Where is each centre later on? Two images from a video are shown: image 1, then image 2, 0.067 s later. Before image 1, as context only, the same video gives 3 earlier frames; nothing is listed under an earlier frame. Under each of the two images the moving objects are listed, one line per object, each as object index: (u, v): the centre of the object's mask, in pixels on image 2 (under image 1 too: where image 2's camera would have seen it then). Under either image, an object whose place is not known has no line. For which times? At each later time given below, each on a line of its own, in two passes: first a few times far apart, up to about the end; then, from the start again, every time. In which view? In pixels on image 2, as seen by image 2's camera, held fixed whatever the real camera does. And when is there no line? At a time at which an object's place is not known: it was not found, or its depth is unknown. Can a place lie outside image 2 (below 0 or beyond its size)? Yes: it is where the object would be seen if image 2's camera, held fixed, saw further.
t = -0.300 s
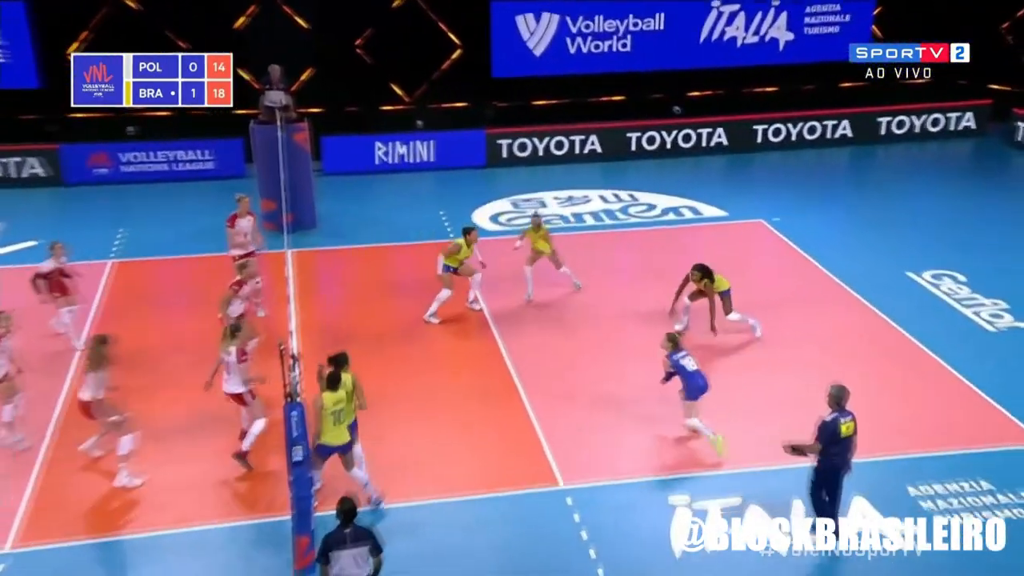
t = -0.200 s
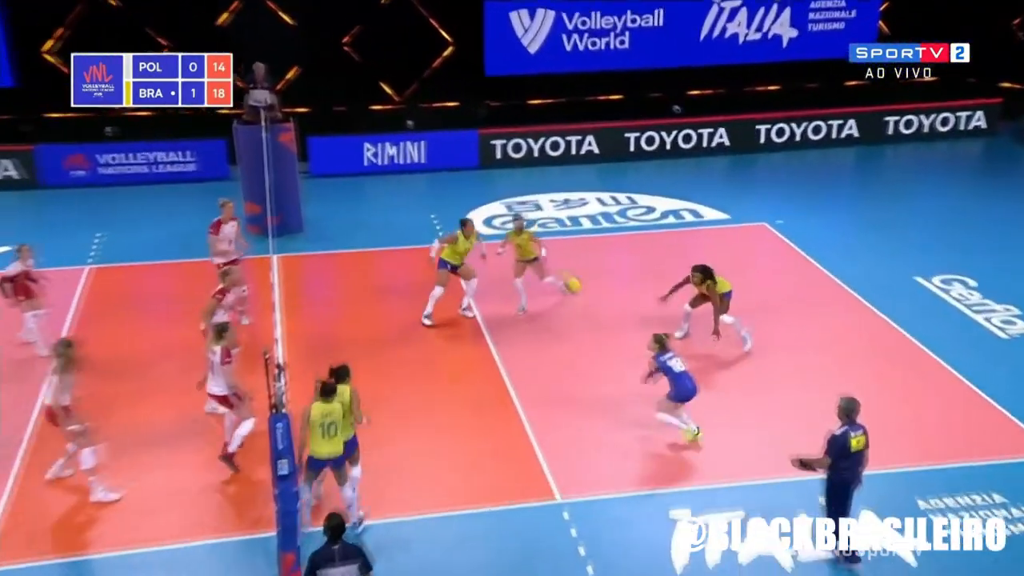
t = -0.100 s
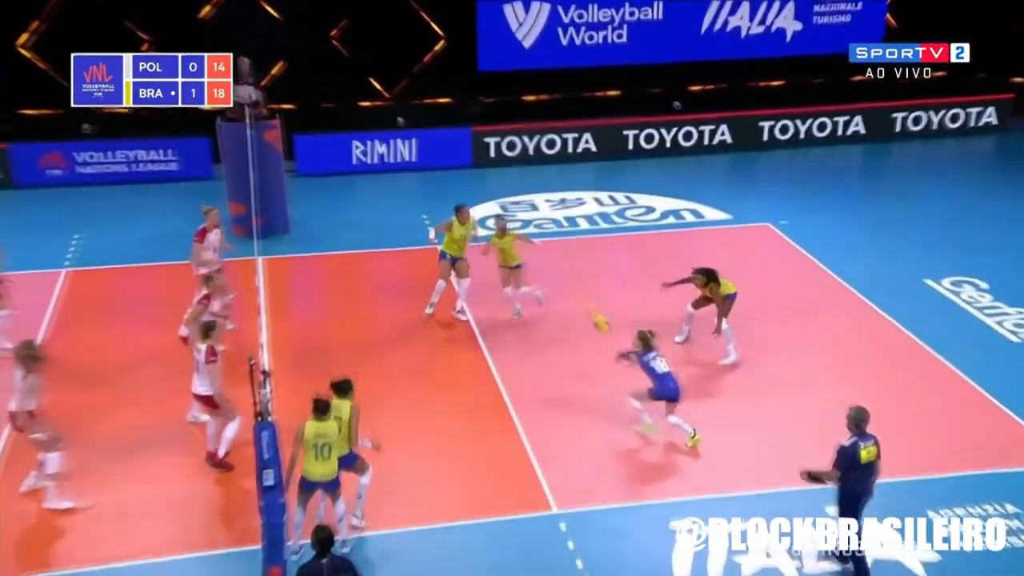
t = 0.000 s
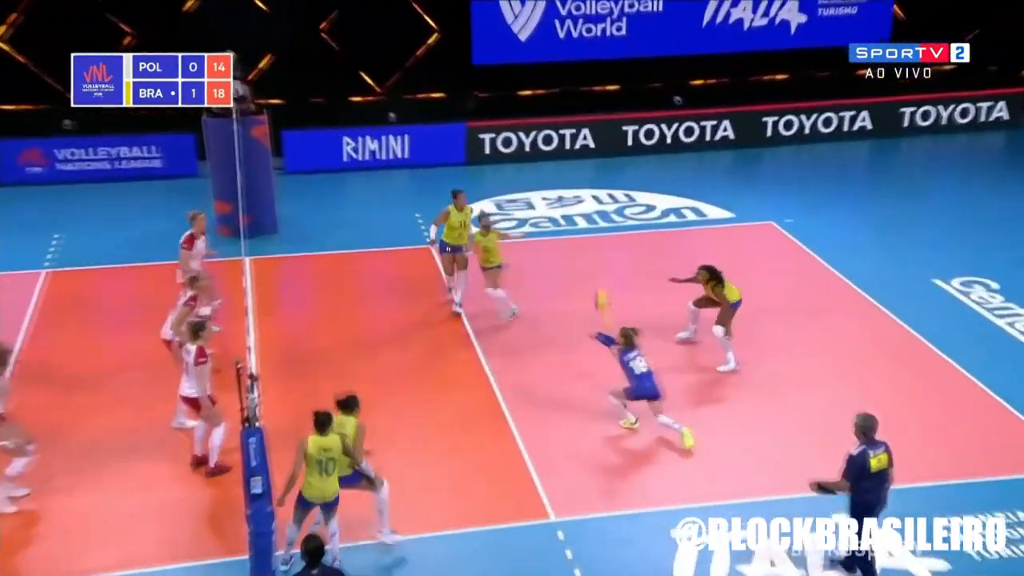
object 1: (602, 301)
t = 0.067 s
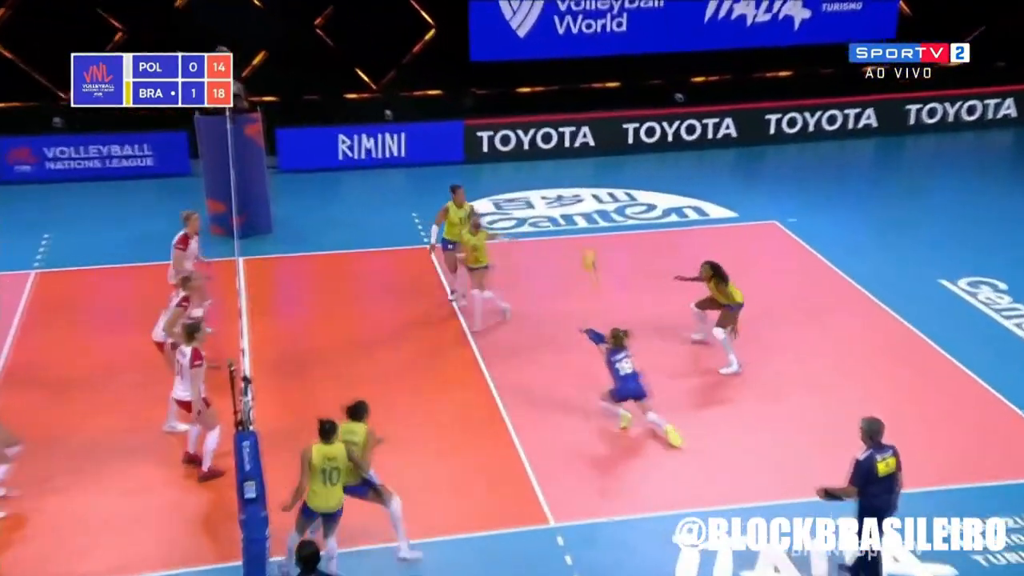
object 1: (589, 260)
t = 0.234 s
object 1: (559, 170)
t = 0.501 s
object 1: (510, 76)
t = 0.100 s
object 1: (582, 243)
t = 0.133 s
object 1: (576, 221)
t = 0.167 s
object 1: (571, 209)
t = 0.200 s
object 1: (566, 189)
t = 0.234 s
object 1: (559, 170)
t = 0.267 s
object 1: (553, 156)
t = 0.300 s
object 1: (547, 144)
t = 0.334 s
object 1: (539, 127)
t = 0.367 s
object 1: (534, 116)
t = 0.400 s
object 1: (528, 104)
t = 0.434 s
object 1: (522, 97)
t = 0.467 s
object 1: (516, 86)
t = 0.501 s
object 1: (510, 76)
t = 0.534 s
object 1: (504, 70)
